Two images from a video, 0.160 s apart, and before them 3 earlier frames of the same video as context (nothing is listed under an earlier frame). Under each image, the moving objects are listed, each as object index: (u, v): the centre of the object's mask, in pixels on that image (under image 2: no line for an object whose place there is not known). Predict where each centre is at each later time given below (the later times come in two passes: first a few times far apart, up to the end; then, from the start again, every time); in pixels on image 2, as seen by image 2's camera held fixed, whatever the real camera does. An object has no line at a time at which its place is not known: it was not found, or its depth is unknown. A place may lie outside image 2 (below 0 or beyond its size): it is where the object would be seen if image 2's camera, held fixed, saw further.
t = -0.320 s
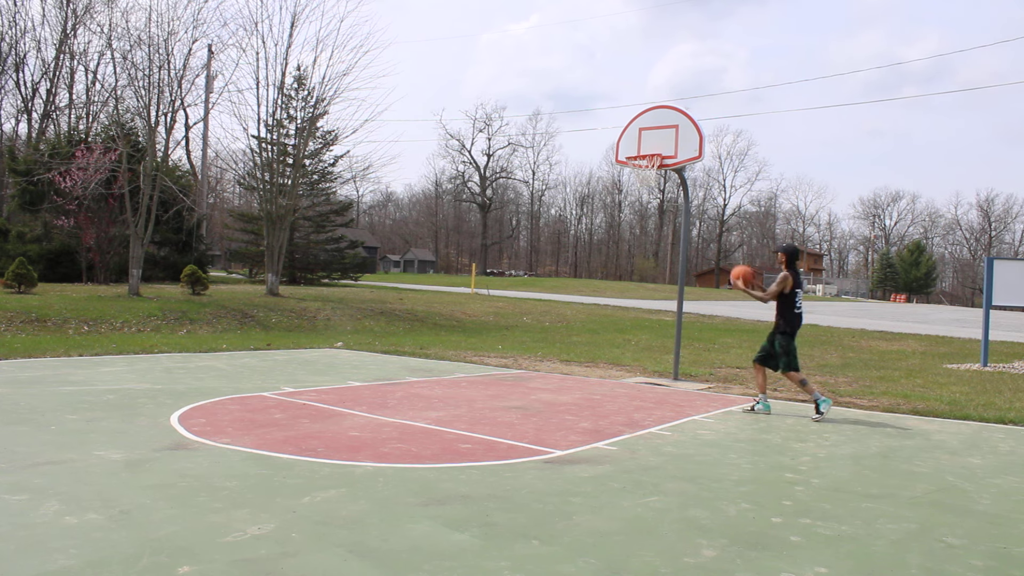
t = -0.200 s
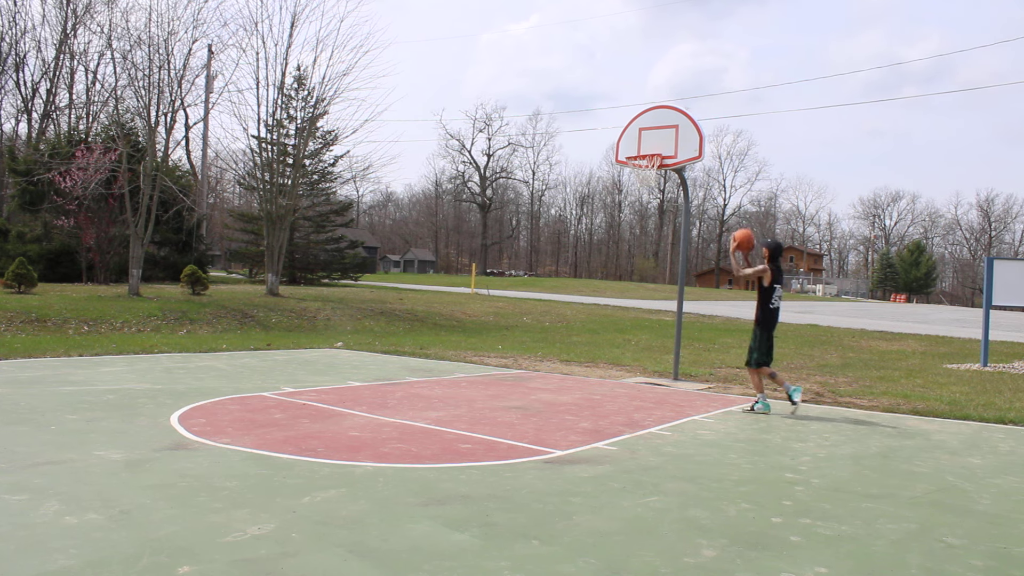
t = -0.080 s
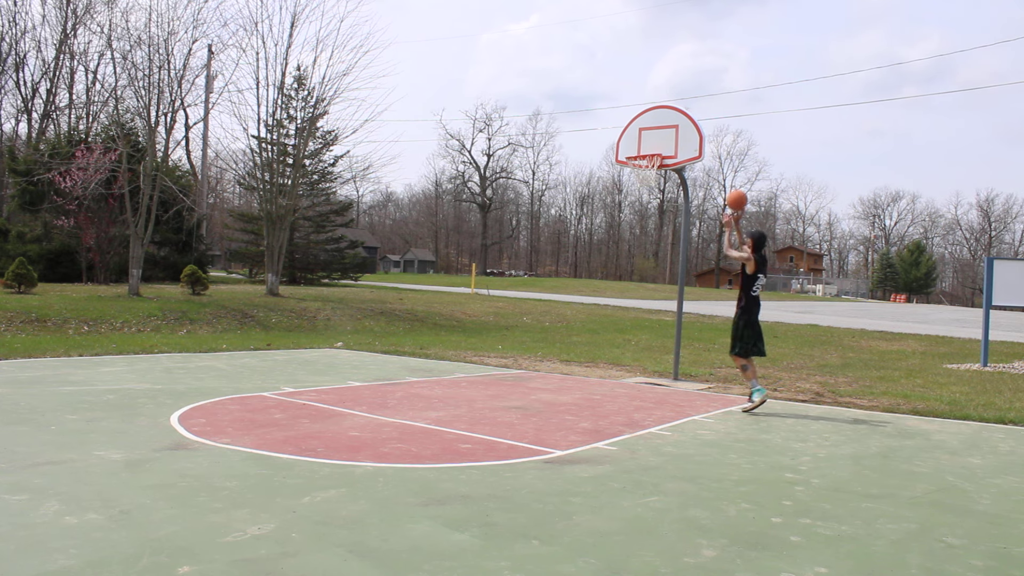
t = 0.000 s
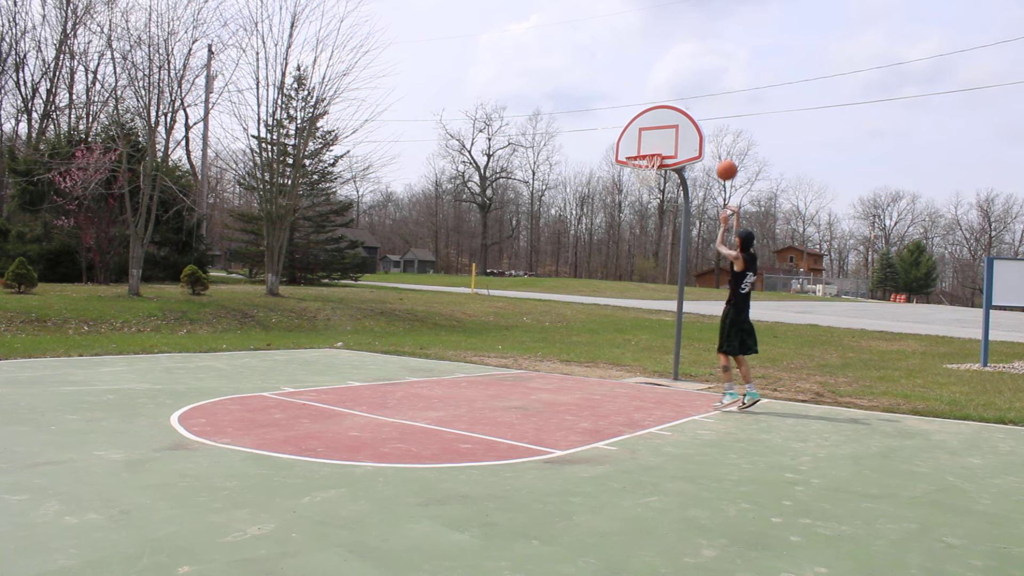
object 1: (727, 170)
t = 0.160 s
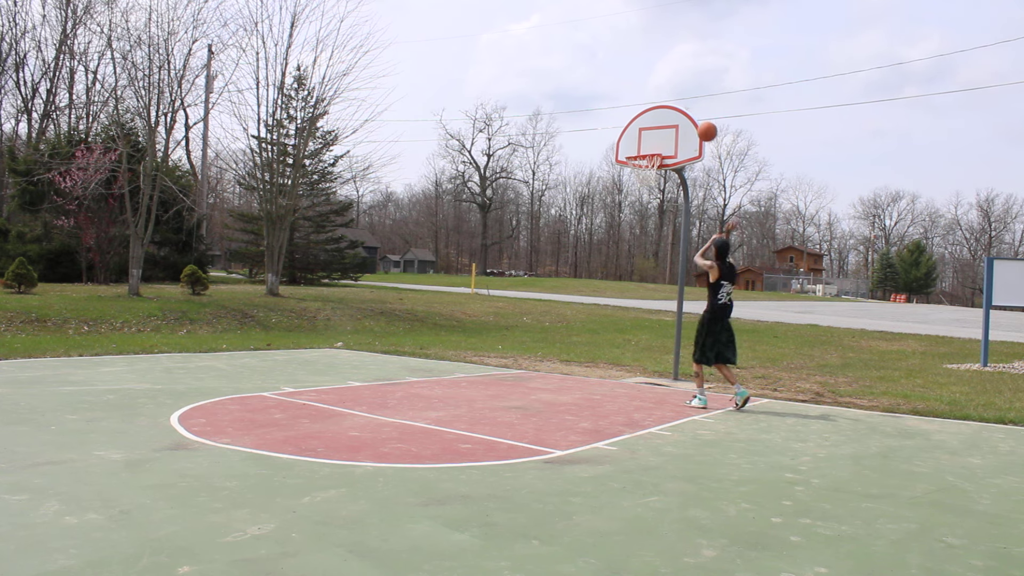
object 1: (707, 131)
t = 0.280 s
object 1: (693, 118)
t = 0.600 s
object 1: (654, 130)
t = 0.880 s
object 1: (649, 149)
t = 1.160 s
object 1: (647, 182)
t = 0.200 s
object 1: (702, 126)
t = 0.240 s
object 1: (698, 121)
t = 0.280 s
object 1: (693, 118)
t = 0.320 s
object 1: (689, 116)
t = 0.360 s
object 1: (685, 116)
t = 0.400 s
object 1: (680, 117)
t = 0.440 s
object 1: (676, 118)
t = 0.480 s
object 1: (672, 121)
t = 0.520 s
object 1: (666, 124)
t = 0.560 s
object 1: (661, 127)
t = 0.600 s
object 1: (654, 130)
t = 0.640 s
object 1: (648, 135)
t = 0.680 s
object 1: (642, 141)
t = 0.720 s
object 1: (635, 148)
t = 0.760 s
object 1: (636, 150)
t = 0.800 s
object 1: (643, 150)
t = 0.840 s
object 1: (649, 149)
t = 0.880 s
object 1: (649, 149)
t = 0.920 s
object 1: (645, 149)
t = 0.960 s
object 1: (640, 151)
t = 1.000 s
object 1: (639, 158)
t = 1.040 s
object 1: (641, 162)
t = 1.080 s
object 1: (643, 170)
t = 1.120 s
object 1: (647, 176)
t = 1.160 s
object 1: (647, 182)
